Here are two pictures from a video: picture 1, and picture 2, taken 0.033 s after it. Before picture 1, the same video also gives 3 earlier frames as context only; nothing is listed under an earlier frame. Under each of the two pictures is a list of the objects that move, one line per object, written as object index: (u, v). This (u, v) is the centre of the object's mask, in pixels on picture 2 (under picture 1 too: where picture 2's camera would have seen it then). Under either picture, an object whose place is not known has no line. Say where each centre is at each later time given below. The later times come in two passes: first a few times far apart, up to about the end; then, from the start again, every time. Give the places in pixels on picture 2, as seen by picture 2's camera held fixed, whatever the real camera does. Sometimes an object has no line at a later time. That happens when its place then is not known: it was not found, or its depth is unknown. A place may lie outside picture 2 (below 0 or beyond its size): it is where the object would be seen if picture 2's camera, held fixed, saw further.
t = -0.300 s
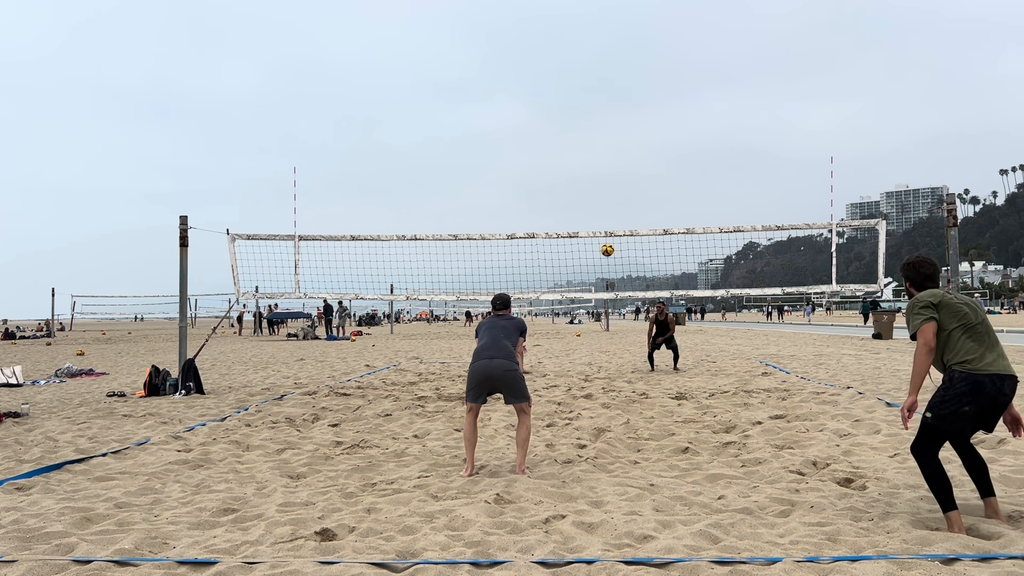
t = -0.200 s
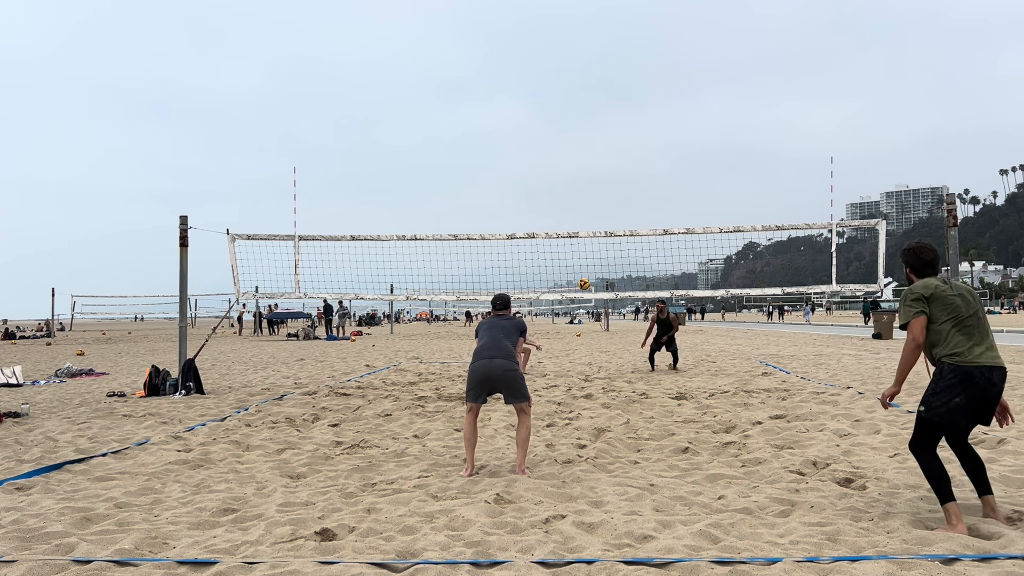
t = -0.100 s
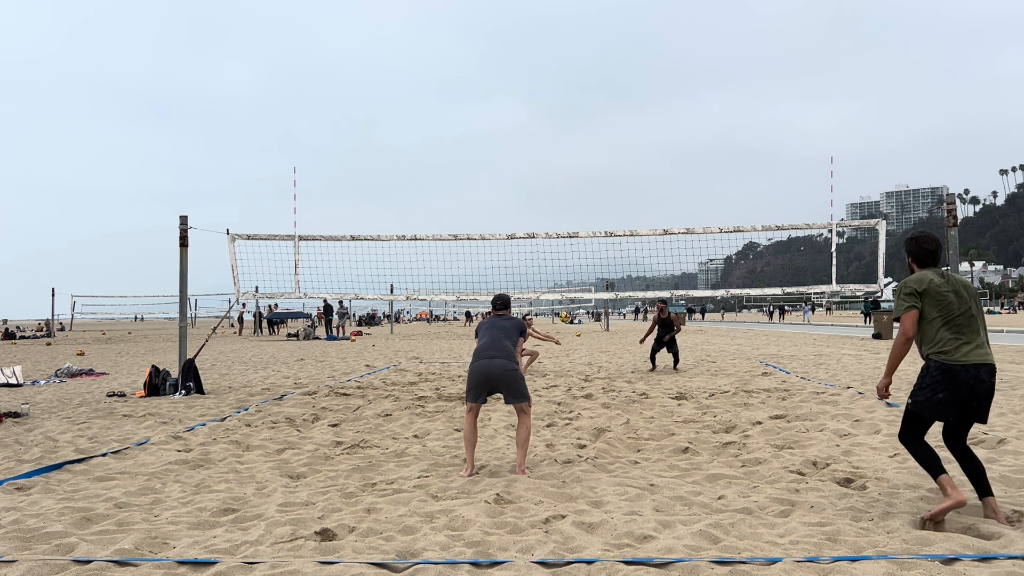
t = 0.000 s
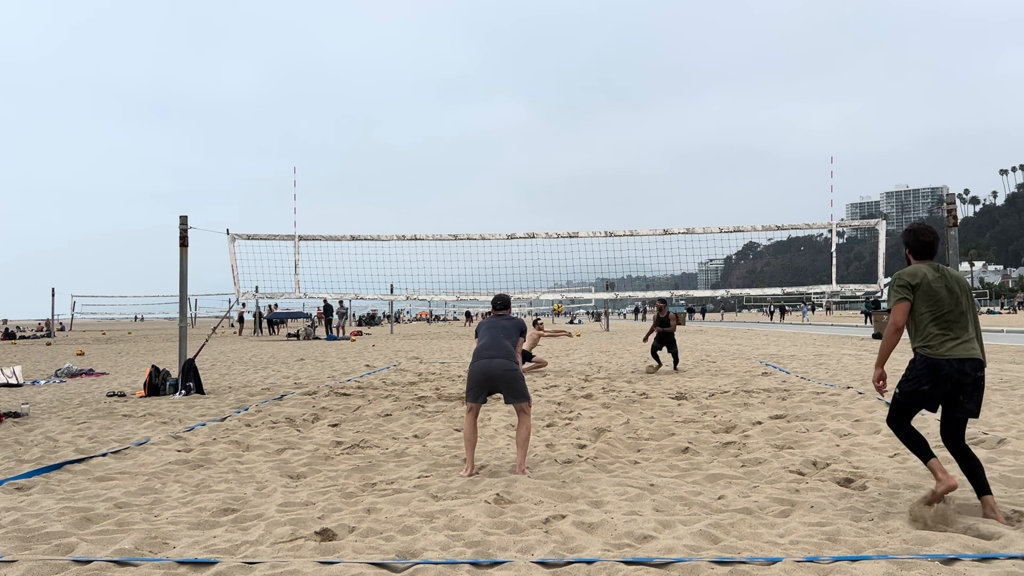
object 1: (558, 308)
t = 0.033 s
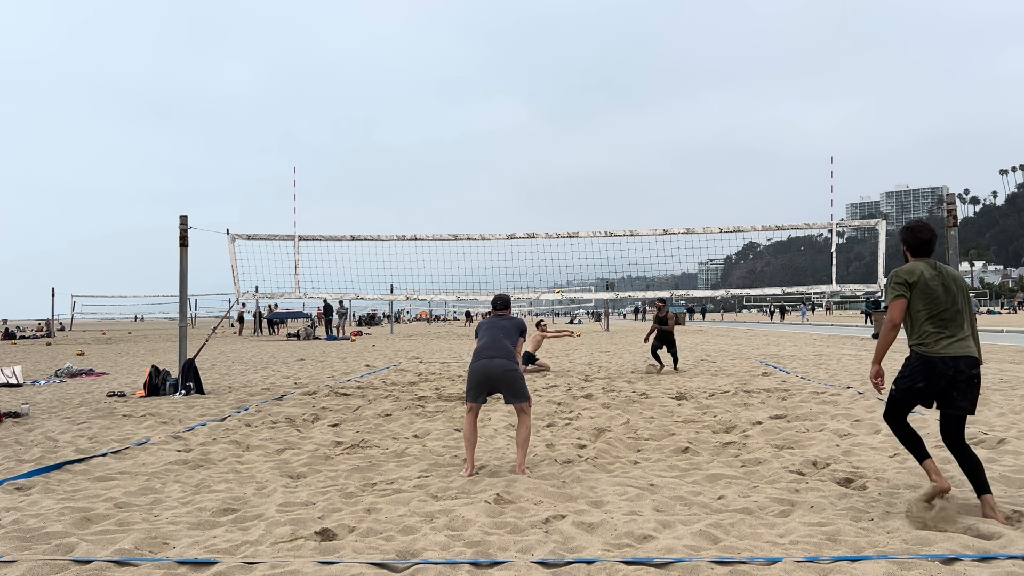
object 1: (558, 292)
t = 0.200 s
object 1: (559, 232)
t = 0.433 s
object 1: (561, 171)
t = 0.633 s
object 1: (561, 137)
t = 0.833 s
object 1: (560, 123)
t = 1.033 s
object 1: (561, 127)
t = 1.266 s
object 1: (562, 158)
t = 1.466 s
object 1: (562, 204)
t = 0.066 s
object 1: (559, 282)
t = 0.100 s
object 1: (559, 269)
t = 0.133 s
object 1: (559, 257)
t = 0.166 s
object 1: (560, 245)
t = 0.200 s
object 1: (559, 232)
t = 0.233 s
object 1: (560, 223)
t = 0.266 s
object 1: (560, 213)
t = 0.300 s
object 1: (560, 204)
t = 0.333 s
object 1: (560, 195)
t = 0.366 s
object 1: (561, 186)
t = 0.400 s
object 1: (561, 178)
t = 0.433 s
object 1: (561, 171)
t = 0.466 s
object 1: (561, 164)
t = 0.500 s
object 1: (561, 157)
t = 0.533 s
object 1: (561, 152)
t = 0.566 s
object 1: (560, 146)
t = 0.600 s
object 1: (561, 142)
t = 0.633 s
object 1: (561, 137)
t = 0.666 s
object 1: (560, 134)
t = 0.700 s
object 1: (560, 130)
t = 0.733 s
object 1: (561, 128)
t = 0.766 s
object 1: (561, 125)
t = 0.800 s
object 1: (560, 124)
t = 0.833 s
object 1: (560, 123)
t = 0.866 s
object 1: (561, 122)
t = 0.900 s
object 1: (561, 122)
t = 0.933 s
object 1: (561, 122)
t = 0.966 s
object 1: (561, 124)
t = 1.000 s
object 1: (561, 125)
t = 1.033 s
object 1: (561, 127)
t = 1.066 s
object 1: (561, 130)
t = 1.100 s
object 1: (561, 133)
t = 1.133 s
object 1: (561, 137)
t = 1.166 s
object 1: (561, 141)
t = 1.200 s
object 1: (561, 146)
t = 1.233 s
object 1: (561, 152)
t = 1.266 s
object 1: (562, 158)
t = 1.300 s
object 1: (562, 164)
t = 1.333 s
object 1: (562, 171)
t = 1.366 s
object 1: (562, 179)
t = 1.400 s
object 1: (562, 187)
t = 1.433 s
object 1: (562, 196)
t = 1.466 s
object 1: (562, 204)
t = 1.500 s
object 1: (563, 214)
